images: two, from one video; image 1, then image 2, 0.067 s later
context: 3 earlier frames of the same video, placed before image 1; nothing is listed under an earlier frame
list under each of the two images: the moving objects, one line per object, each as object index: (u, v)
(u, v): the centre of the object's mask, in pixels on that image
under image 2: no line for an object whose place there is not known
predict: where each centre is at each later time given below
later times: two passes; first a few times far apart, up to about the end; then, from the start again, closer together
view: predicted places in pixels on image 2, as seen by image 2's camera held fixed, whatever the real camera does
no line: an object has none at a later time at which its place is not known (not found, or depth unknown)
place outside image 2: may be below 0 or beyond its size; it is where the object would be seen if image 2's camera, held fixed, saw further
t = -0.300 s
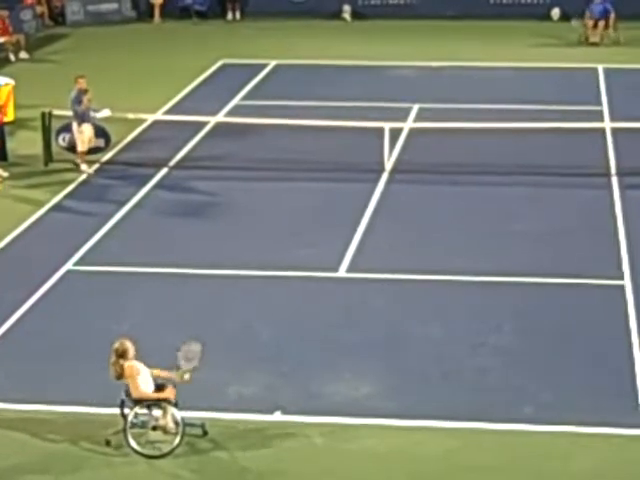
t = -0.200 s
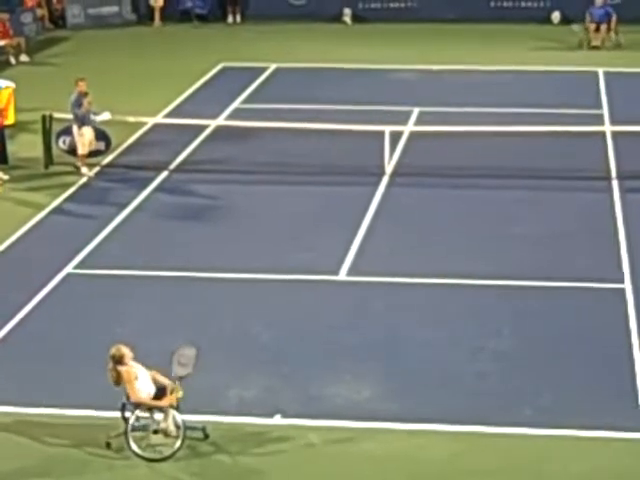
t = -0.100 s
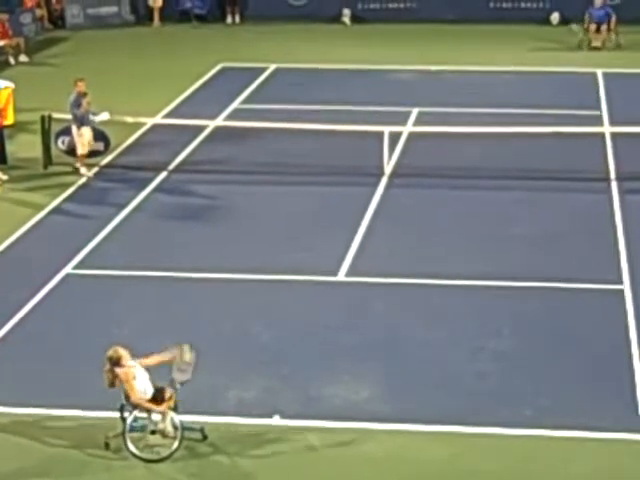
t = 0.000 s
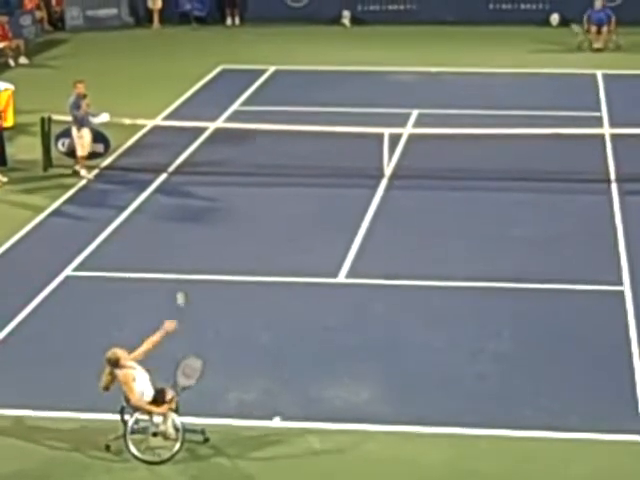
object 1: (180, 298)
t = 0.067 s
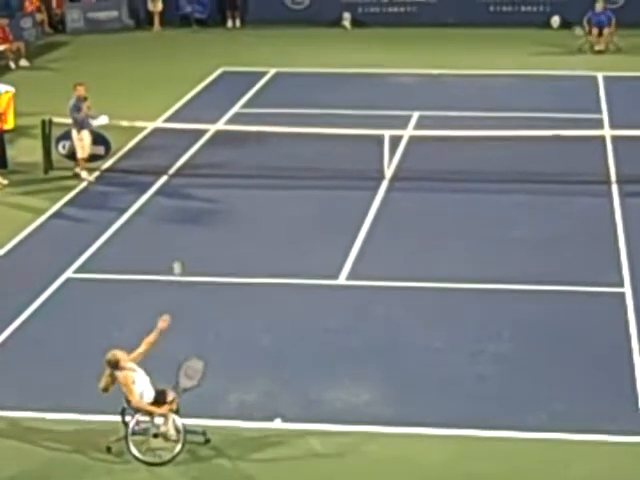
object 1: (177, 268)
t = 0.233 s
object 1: (167, 203)
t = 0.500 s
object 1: (154, 149)
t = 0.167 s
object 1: (170, 227)
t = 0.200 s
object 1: (169, 214)
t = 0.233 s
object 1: (167, 203)
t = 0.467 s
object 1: (156, 152)
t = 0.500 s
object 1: (154, 149)
